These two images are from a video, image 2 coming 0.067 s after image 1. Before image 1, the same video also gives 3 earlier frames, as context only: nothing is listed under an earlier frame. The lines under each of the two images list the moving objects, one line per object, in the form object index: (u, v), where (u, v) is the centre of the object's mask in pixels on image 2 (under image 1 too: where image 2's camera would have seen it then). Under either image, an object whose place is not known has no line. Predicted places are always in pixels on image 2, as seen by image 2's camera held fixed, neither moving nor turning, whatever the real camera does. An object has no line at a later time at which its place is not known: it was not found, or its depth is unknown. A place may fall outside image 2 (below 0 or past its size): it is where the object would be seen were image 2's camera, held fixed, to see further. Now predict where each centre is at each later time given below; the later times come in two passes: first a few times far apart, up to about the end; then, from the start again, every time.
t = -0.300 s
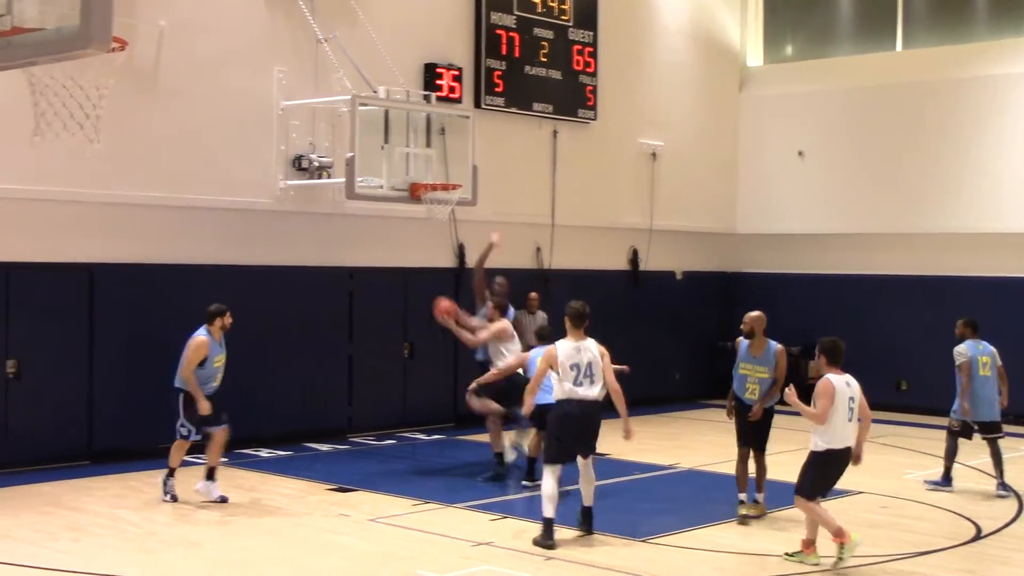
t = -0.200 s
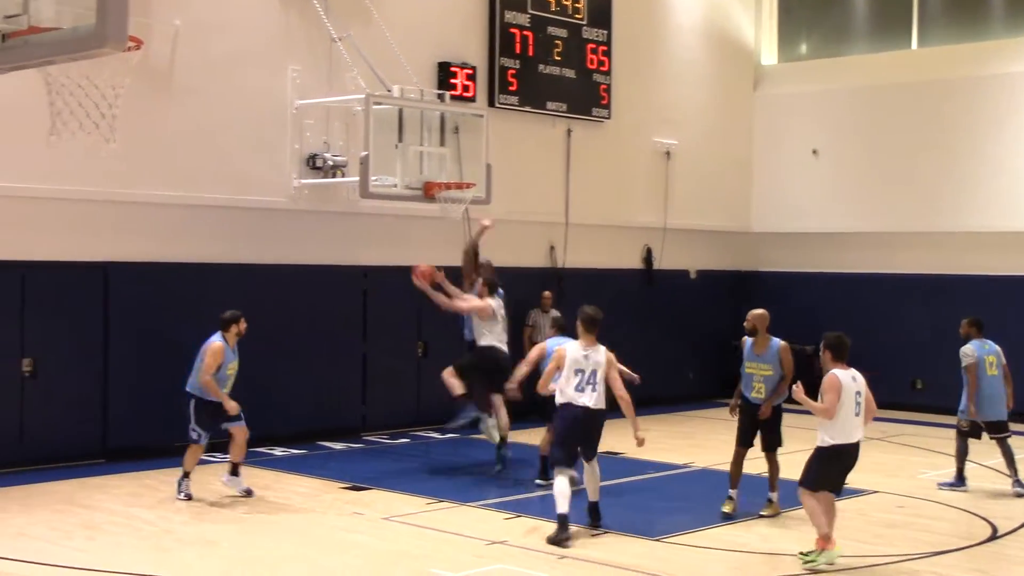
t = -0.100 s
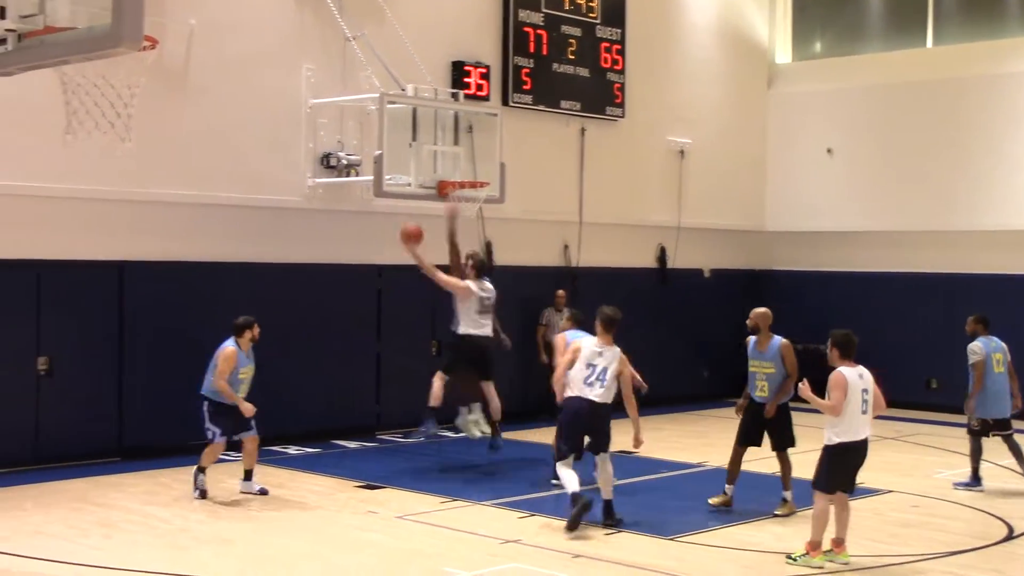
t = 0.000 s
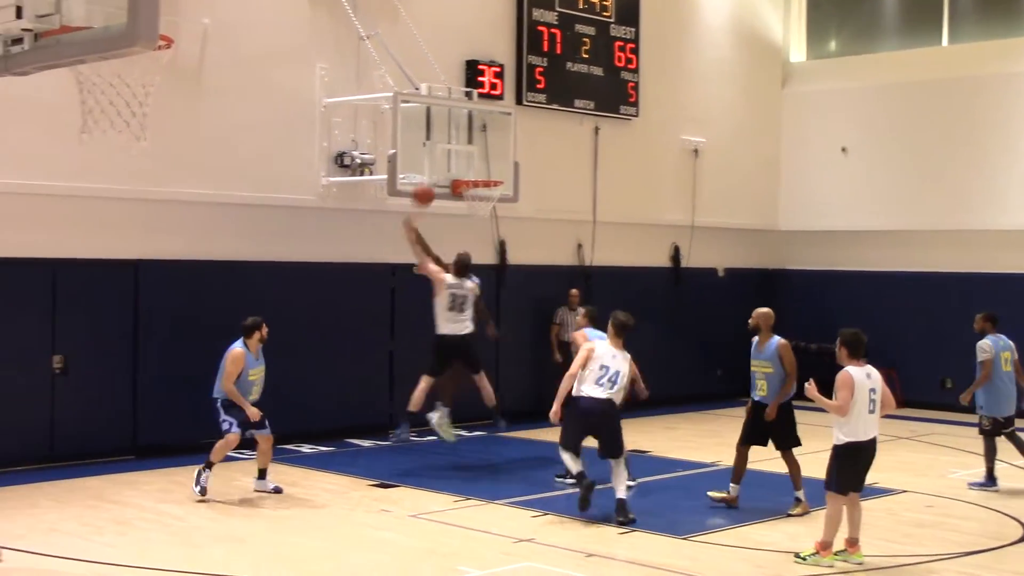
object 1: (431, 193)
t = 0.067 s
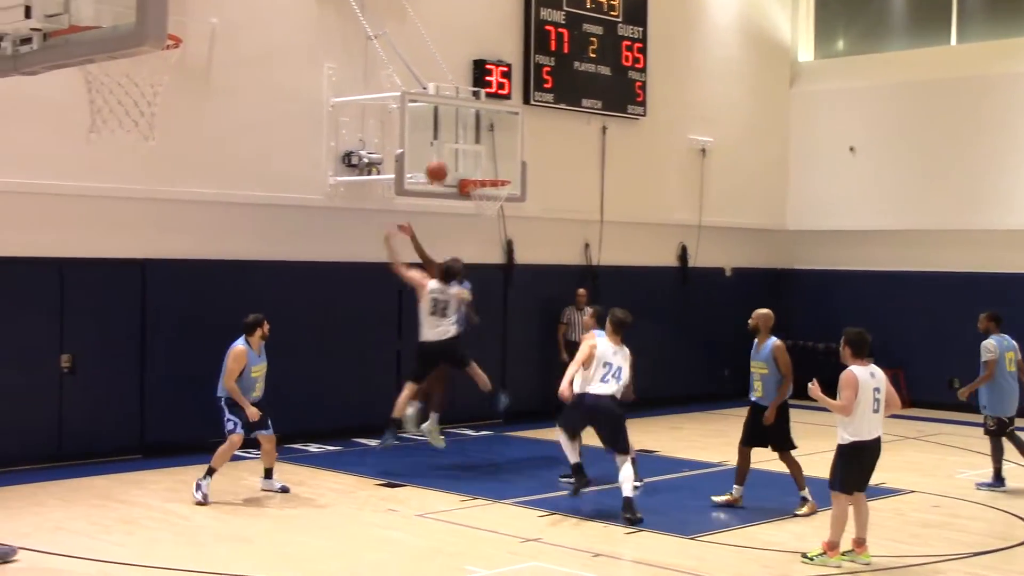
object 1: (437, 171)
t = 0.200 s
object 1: (447, 137)
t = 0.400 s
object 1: (463, 124)
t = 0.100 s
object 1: (439, 161)
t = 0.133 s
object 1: (442, 153)
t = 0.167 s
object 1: (445, 145)
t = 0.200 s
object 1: (447, 137)
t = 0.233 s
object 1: (449, 133)
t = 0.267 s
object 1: (453, 129)
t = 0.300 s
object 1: (455, 126)
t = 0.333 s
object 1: (457, 124)
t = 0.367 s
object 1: (460, 123)
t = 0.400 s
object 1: (463, 124)
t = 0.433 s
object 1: (466, 124)
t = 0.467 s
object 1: (467, 126)
